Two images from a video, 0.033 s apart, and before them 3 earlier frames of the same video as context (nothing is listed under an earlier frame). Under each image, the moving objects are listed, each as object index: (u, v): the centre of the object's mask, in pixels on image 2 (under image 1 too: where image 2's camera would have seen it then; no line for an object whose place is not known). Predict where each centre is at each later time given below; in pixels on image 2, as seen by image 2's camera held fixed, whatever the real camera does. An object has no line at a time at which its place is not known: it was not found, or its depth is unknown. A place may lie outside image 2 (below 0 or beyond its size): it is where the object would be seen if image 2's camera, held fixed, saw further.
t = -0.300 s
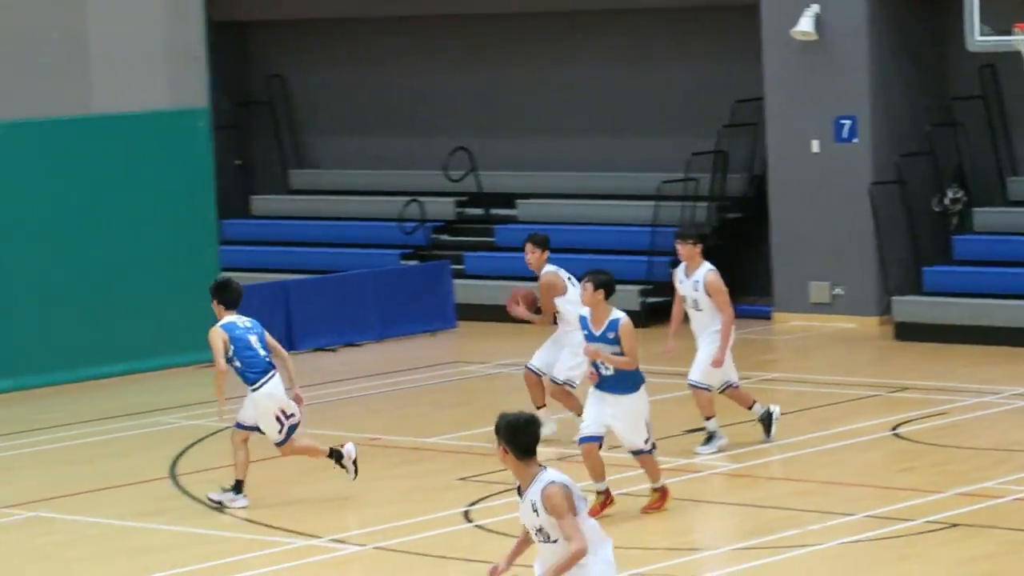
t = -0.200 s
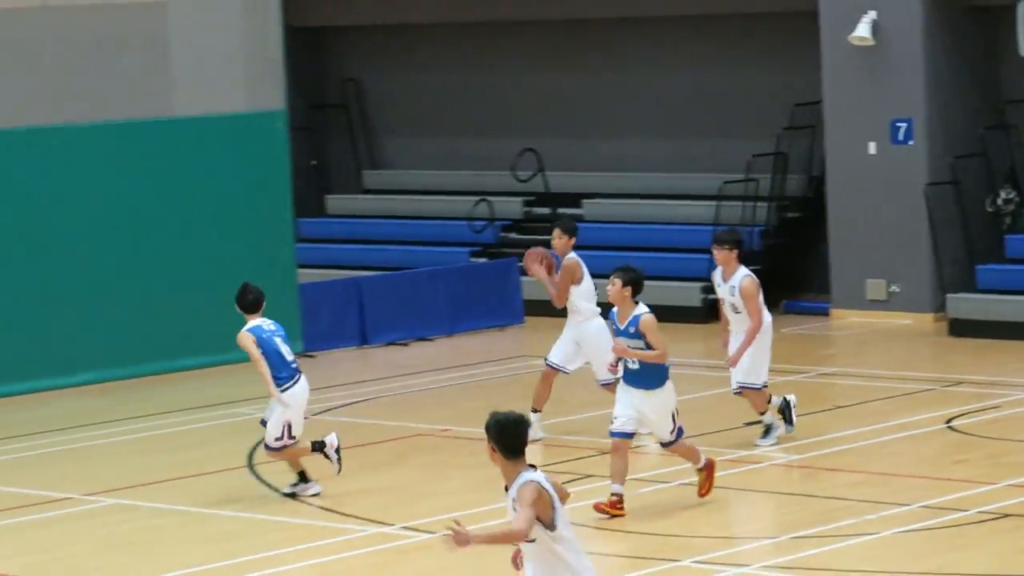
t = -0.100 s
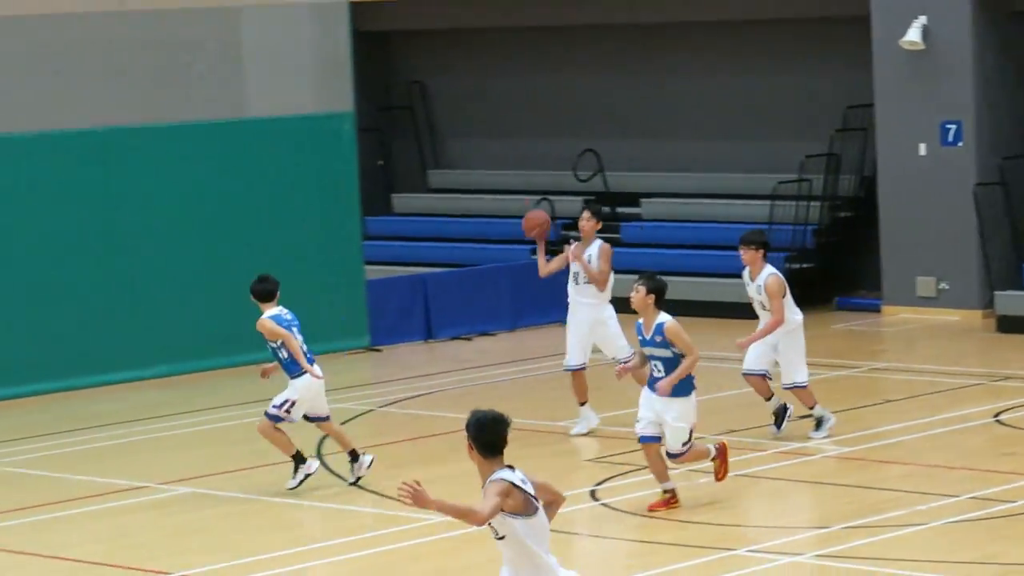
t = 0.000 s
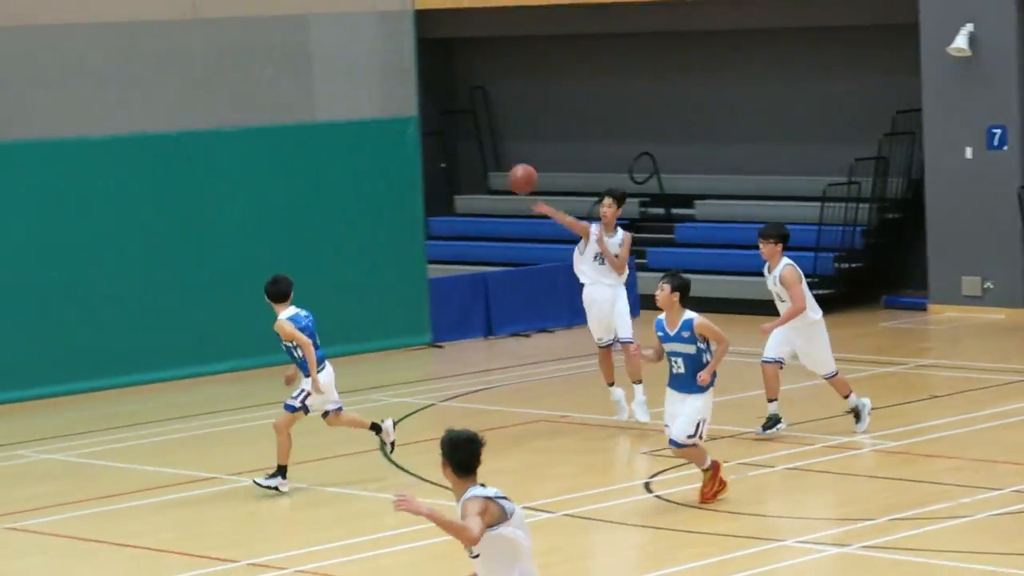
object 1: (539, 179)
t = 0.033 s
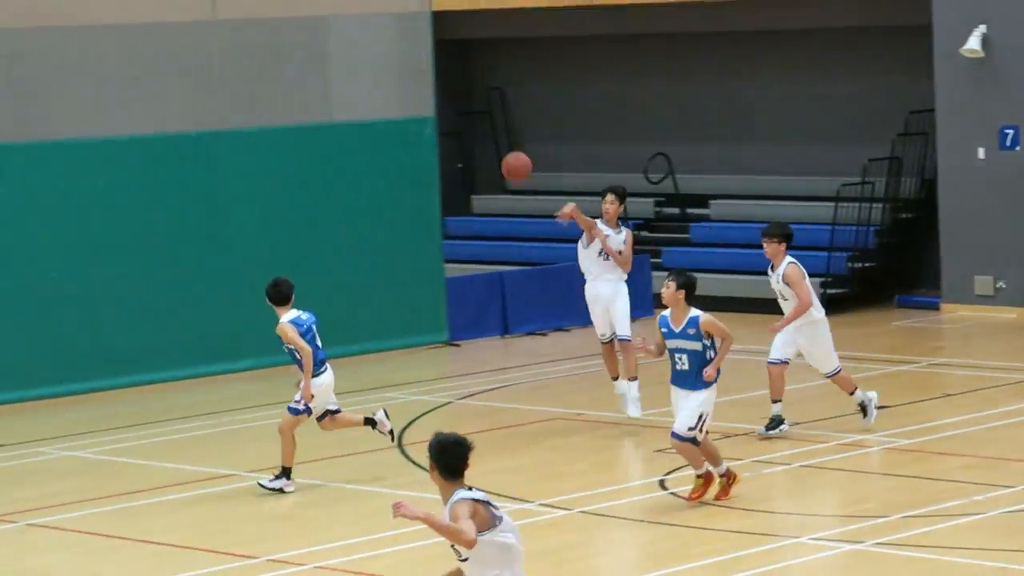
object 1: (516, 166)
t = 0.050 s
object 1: (505, 161)
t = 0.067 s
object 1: (493, 156)
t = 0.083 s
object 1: (482, 150)
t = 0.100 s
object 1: (470, 146)
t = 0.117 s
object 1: (458, 140)
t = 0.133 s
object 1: (446, 135)
